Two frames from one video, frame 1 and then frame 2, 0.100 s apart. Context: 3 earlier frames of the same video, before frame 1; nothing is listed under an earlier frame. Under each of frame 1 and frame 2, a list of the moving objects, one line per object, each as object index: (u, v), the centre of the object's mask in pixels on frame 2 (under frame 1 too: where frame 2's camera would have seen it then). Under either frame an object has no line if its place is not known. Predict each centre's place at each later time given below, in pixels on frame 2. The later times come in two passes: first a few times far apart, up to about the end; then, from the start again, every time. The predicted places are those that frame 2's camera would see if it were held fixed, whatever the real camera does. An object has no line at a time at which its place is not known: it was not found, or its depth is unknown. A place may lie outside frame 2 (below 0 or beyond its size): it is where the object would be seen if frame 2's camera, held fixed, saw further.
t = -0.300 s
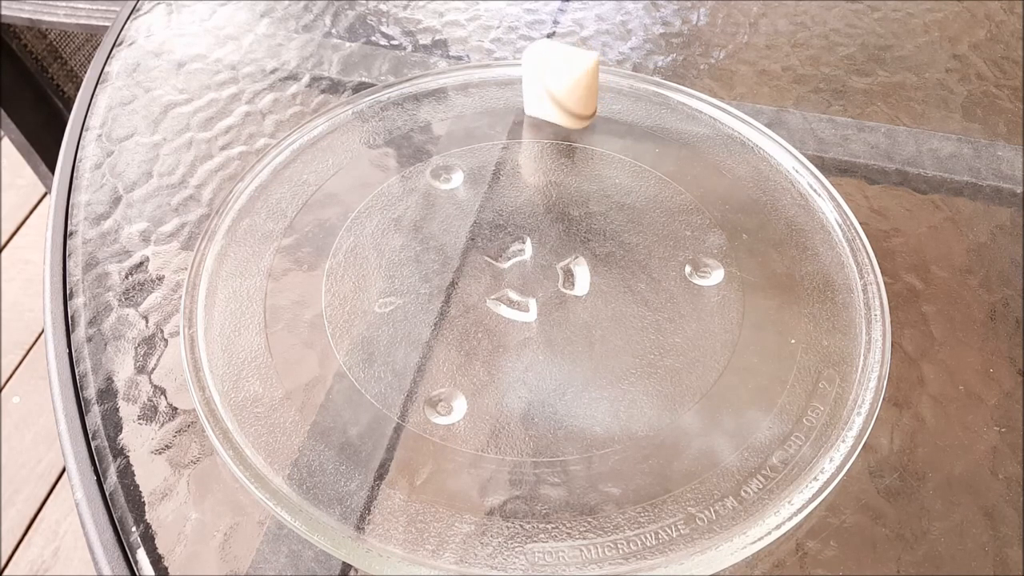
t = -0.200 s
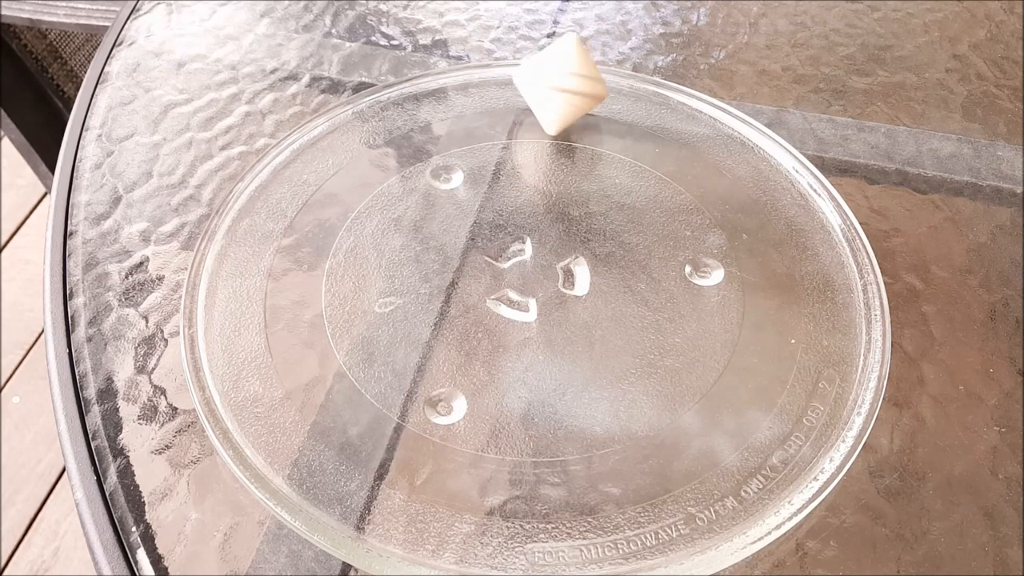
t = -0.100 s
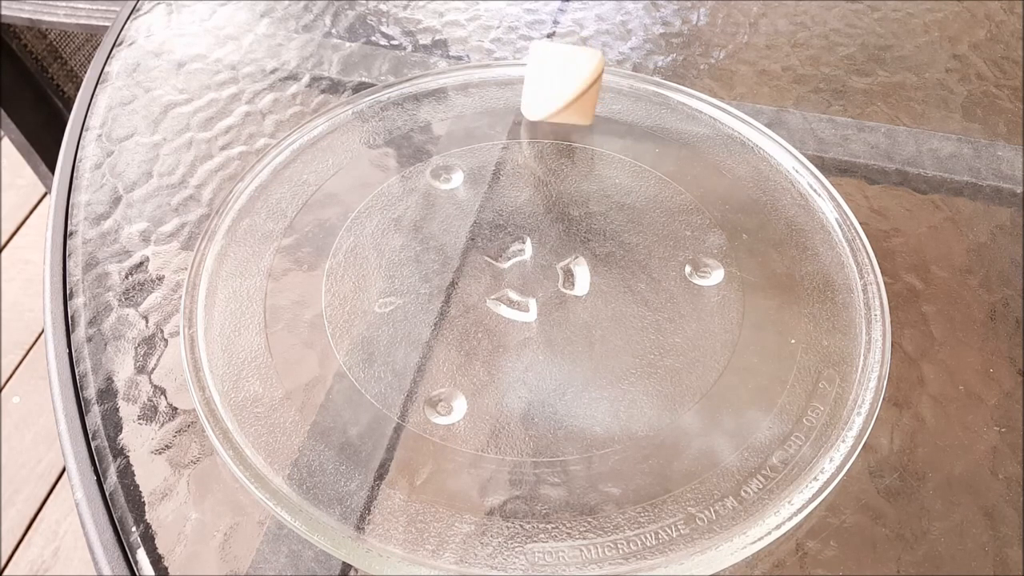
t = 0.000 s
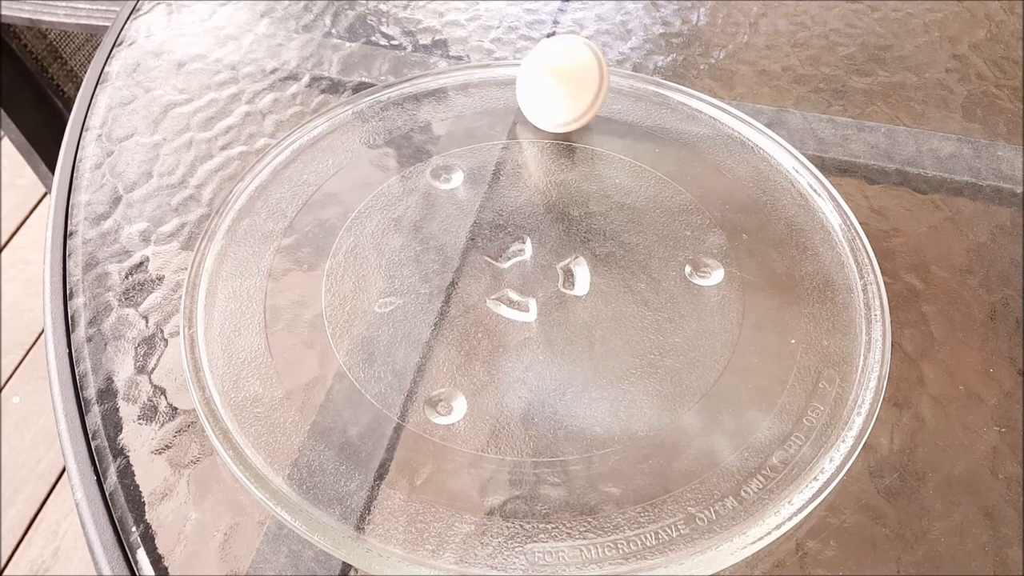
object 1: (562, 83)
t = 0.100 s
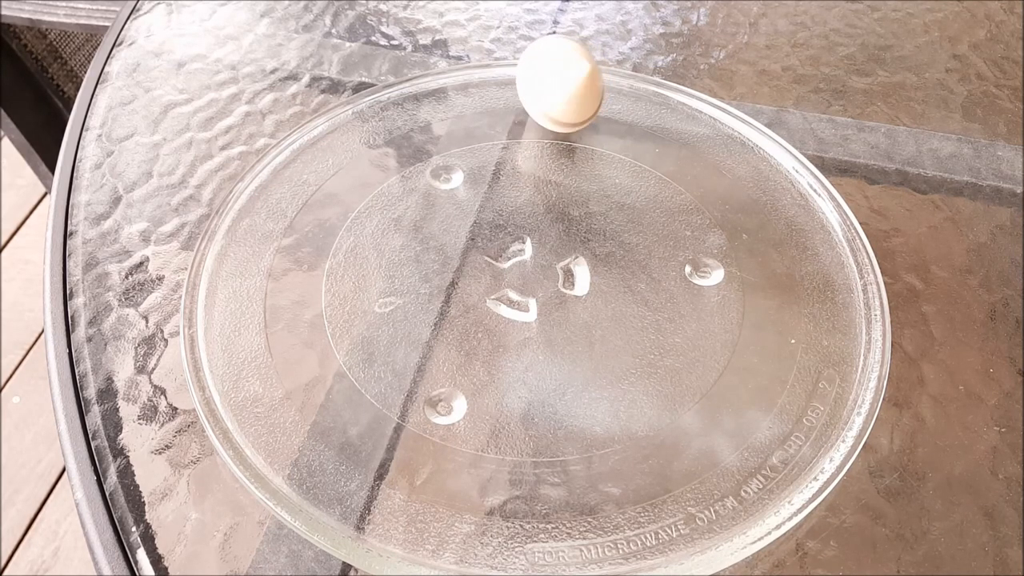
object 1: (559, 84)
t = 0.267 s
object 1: (561, 84)
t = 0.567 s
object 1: (559, 83)
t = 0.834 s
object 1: (563, 82)
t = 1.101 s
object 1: (560, 86)
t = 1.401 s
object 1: (566, 82)
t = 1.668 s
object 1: (566, 87)
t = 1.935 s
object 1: (562, 84)
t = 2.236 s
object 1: (569, 85)
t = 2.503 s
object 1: (566, 87)
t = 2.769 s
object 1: (565, 84)
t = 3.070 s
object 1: (570, 86)
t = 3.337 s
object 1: (567, 88)
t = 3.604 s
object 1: (564, 85)
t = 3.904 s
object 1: (571, 86)
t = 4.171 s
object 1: (569, 91)
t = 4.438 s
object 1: (566, 83)
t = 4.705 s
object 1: (564, 93)
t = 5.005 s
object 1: (563, 93)
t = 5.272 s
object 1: (561, 92)
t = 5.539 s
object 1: (562, 92)
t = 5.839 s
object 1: (562, 92)
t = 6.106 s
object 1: (563, 93)
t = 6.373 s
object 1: (565, 92)
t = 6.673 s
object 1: (564, 92)
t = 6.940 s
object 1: (564, 92)
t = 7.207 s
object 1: (563, 93)
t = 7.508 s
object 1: (563, 93)
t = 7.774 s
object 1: (563, 94)
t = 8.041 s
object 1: (563, 94)
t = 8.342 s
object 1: (564, 94)
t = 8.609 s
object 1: (563, 94)
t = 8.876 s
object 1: (562, 92)
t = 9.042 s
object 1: (563, 92)
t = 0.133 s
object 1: (560, 83)
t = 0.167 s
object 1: (560, 83)
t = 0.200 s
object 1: (560, 83)
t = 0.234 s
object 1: (560, 83)
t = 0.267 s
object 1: (561, 84)
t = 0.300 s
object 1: (561, 84)
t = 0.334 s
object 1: (561, 83)
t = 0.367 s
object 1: (562, 83)
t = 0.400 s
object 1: (562, 83)
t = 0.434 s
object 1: (561, 83)
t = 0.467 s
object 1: (562, 83)
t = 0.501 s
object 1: (560, 83)
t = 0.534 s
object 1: (559, 83)
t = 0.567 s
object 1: (559, 83)
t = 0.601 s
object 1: (560, 83)
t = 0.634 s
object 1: (560, 83)
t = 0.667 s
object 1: (560, 84)
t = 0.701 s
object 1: (561, 84)
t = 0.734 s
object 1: (561, 84)
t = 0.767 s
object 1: (561, 84)
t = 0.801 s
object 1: (563, 83)
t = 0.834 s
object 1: (563, 82)
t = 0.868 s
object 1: (562, 83)
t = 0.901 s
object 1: (562, 82)
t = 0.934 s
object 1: (561, 82)
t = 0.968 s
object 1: (560, 83)
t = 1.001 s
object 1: (558, 83)
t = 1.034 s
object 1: (560, 84)
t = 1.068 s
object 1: (560, 84)
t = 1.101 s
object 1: (560, 86)
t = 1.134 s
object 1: (561, 86)
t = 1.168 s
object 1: (563, 87)
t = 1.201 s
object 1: (565, 87)
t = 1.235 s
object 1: (567, 85)
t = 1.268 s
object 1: (569, 84)
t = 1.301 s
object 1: (569, 84)
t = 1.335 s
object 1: (569, 83)
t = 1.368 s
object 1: (568, 81)
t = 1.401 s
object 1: (566, 82)
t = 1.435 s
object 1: (564, 82)
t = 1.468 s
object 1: (562, 83)
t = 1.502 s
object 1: (562, 83)
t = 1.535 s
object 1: (561, 84)
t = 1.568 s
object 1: (561, 85)
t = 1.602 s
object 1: (562, 86)
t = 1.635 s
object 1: (564, 87)
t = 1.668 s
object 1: (566, 87)
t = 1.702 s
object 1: (567, 86)
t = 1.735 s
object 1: (569, 84)
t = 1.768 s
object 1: (570, 84)
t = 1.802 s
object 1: (570, 84)
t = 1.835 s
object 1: (568, 82)
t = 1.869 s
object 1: (566, 82)
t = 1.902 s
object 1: (564, 84)
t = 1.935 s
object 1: (562, 84)
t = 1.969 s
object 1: (562, 84)
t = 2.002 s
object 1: (562, 85)
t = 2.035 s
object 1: (563, 86)
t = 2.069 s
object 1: (564, 87)
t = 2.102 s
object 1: (565, 88)
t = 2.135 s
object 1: (567, 87)
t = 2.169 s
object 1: (569, 86)
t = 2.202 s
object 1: (569, 86)
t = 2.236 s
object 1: (569, 85)
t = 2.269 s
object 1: (568, 83)
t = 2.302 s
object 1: (567, 83)
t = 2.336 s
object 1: (565, 84)
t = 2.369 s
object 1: (563, 85)
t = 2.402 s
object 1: (563, 85)
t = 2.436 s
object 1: (564, 86)
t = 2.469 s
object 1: (565, 87)
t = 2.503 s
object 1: (566, 87)
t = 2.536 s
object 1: (567, 88)
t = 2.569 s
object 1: (568, 87)
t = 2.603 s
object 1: (570, 86)
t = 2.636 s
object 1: (571, 85)
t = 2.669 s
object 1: (570, 86)
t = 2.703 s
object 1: (568, 84)
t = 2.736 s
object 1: (566, 84)
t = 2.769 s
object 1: (565, 84)
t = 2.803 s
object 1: (564, 85)
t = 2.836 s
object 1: (564, 86)
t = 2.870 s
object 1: (564, 86)
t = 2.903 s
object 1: (565, 87)
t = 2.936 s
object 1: (566, 88)
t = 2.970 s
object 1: (568, 88)
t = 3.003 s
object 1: (568, 87)
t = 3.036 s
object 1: (569, 86)
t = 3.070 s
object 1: (570, 86)
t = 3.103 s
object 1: (569, 84)
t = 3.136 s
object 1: (568, 85)
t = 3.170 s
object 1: (566, 85)
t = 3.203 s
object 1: (564, 86)
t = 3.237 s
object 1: (565, 85)
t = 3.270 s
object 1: (565, 87)
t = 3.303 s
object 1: (566, 88)
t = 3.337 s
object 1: (567, 88)
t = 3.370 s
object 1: (568, 89)
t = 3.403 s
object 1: (569, 87)
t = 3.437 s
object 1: (571, 87)
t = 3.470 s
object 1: (572, 86)
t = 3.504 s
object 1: (571, 86)
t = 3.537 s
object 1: (568, 85)
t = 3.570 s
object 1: (566, 85)
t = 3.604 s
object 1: (564, 85)
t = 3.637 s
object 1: (566, 86)
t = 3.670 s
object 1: (566, 87)
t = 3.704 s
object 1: (567, 88)
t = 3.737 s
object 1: (567, 89)
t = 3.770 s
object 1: (569, 89)
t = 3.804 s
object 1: (570, 88)
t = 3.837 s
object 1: (571, 87)
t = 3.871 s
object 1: (572, 87)
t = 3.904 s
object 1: (571, 86)
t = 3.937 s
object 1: (569, 85)
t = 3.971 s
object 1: (567, 85)
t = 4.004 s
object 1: (565, 86)
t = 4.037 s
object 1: (565, 86)
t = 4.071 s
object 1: (565, 87)
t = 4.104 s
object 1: (566, 89)
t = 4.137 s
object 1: (568, 90)
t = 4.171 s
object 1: (569, 91)
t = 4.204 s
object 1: (572, 90)
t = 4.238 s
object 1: (573, 89)
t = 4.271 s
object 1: (575, 88)
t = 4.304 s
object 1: (576, 87)
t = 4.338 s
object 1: (575, 85)
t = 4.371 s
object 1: (573, 83)
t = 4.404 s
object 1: (569, 83)
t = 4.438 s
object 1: (566, 83)
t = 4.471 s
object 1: (563, 84)
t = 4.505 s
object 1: (561, 85)
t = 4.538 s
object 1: (559, 87)
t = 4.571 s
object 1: (558, 89)
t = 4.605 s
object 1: (558, 92)
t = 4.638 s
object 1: (560, 93)
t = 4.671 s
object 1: (562, 93)
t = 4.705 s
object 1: (564, 93)
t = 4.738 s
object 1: (565, 92)
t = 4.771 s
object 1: (563, 90)
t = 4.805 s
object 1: (559, 91)
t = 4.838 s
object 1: (560, 91)
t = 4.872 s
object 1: (560, 92)
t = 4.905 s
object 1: (560, 92)
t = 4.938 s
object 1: (561, 92)
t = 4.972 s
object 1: (562, 92)
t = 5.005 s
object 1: (563, 93)
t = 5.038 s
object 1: (562, 92)
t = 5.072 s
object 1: (561, 92)
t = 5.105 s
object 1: (561, 92)
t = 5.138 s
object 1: (562, 91)
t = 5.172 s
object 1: (561, 92)
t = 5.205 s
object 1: (561, 92)
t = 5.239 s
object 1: (561, 91)
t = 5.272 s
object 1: (561, 92)
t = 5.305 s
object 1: (562, 92)
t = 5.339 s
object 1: (561, 92)
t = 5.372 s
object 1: (562, 92)
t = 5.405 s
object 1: (562, 91)
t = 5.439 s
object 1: (561, 90)
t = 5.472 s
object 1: (561, 91)
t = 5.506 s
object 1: (560, 91)
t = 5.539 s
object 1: (562, 92)
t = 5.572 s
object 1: (562, 92)
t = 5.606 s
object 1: (561, 92)
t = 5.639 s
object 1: (564, 91)
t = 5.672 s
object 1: (563, 91)
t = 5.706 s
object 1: (561, 91)
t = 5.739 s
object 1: (561, 91)
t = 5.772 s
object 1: (561, 92)
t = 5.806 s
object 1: (562, 93)
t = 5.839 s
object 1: (562, 92)
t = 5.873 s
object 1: (563, 92)
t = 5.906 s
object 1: (563, 91)
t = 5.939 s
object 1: (562, 91)
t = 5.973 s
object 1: (561, 91)
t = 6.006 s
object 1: (561, 92)
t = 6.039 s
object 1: (563, 93)
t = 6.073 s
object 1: (563, 93)
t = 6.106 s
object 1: (563, 93)
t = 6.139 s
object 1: (565, 92)
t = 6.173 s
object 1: (563, 91)
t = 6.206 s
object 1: (562, 90)
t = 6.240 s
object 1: (562, 91)
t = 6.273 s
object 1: (563, 93)
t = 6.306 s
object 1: (562, 93)
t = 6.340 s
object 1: (561, 93)
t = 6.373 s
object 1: (565, 92)
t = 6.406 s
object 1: (564, 91)
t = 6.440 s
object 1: (563, 91)
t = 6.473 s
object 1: (562, 91)
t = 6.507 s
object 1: (561, 92)
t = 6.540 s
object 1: (562, 93)
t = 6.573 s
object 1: (562, 93)
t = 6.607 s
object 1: (561, 93)
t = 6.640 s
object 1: (564, 92)
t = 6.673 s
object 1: (564, 92)
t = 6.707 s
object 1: (563, 91)
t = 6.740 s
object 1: (562, 92)
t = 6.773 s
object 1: (562, 92)
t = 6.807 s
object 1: (563, 93)
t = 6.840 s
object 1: (563, 92)
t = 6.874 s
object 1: (562, 92)
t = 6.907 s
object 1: (562, 93)
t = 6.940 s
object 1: (564, 92)
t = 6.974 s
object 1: (564, 92)
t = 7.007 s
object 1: (563, 92)
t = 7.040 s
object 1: (564, 92)
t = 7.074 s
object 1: (564, 92)
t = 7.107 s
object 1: (564, 93)
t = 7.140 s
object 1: (565, 93)
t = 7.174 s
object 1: (564, 93)
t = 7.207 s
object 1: (563, 93)
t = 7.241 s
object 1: (564, 93)
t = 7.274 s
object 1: (564, 92)
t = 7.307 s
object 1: (564, 93)
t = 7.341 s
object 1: (564, 93)
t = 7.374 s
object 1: (563, 93)
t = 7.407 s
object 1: (563, 93)
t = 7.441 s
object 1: (564, 93)
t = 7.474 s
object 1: (564, 94)
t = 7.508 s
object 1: (563, 93)
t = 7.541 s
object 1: (562, 94)
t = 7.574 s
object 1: (563, 93)
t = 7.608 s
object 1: (564, 93)
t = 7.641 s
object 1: (564, 93)
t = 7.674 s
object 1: (564, 94)
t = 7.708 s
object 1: (563, 94)
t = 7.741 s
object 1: (563, 94)
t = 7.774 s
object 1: (563, 94)
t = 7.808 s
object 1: (564, 95)
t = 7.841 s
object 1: (564, 94)
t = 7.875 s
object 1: (563, 94)
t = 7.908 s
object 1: (563, 95)
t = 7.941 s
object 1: (564, 94)
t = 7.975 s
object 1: (564, 94)
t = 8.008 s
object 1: (563, 94)
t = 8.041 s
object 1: (563, 94)
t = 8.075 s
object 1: (562, 94)
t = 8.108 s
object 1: (562, 94)
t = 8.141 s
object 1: (562, 94)
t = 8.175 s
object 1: (563, 95)
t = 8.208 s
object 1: (563, 95)
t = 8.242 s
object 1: (562, 95)
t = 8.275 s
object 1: (562, 95)
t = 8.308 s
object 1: (563, 94)
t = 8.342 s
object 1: (564, 94)
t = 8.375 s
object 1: (563, 94)
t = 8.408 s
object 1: (563, 93)
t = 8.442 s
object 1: (563, 94)
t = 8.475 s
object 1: (563, 93)
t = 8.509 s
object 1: (562, 93)
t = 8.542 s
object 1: (563, 94)
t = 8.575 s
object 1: (564, 94)
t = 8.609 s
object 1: (563, 94)
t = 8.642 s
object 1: (563, 93)
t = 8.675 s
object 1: (562, 93)
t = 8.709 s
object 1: (562, 94)
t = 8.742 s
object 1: (564, 93)
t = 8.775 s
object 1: (563, 92)
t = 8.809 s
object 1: (563, 92)
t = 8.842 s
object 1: (563, 92)
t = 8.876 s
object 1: (562, 92)
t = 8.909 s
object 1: (562, 92)
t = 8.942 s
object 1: (562, 92)
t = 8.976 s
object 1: (562, 92)
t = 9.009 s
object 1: (563, 93)
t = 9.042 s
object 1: (563, 92)
